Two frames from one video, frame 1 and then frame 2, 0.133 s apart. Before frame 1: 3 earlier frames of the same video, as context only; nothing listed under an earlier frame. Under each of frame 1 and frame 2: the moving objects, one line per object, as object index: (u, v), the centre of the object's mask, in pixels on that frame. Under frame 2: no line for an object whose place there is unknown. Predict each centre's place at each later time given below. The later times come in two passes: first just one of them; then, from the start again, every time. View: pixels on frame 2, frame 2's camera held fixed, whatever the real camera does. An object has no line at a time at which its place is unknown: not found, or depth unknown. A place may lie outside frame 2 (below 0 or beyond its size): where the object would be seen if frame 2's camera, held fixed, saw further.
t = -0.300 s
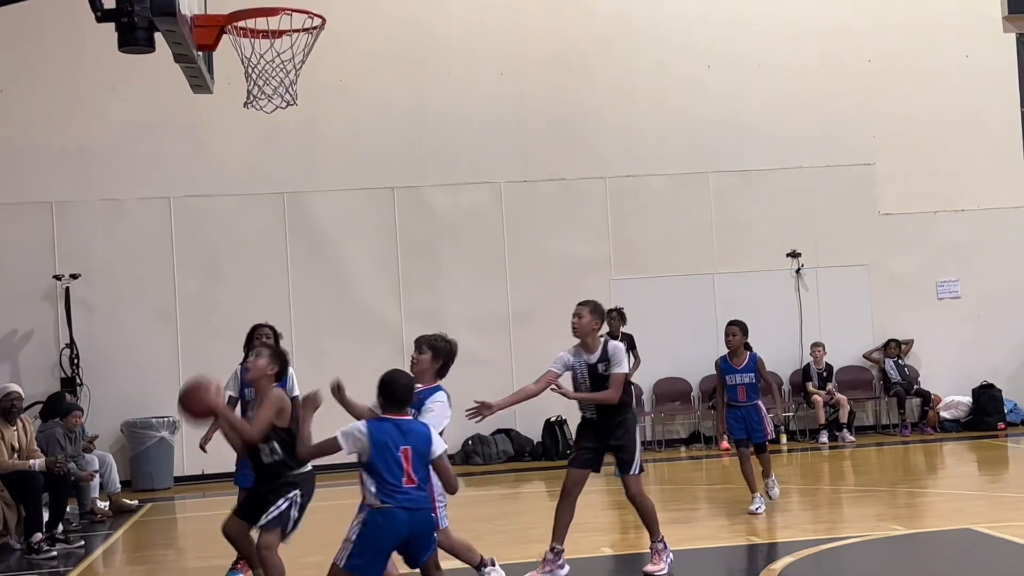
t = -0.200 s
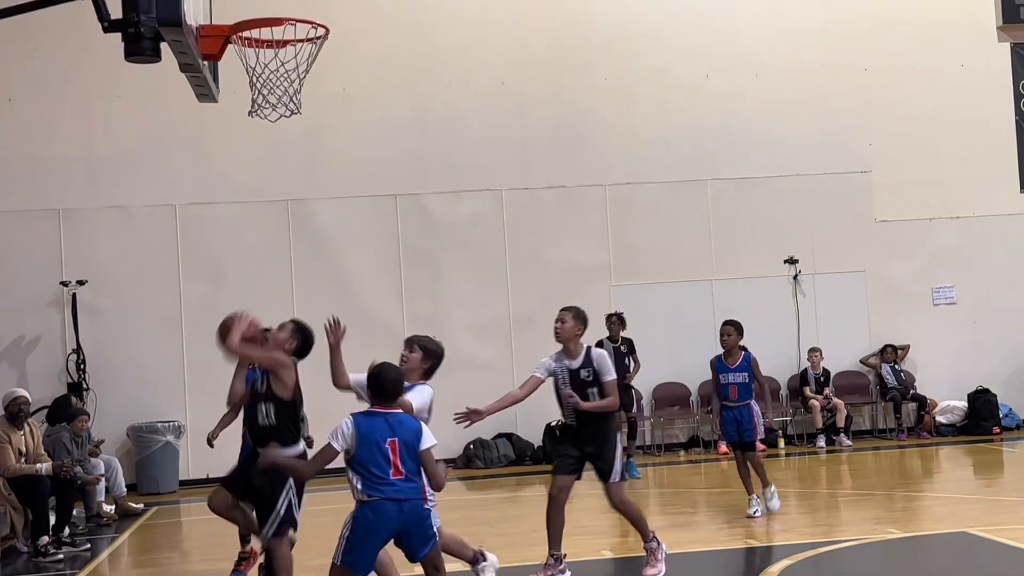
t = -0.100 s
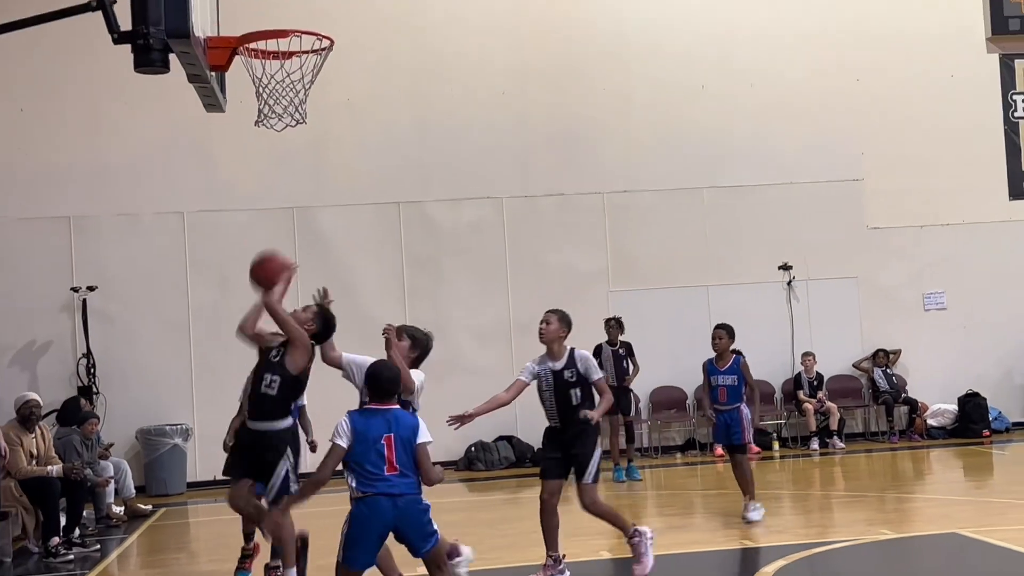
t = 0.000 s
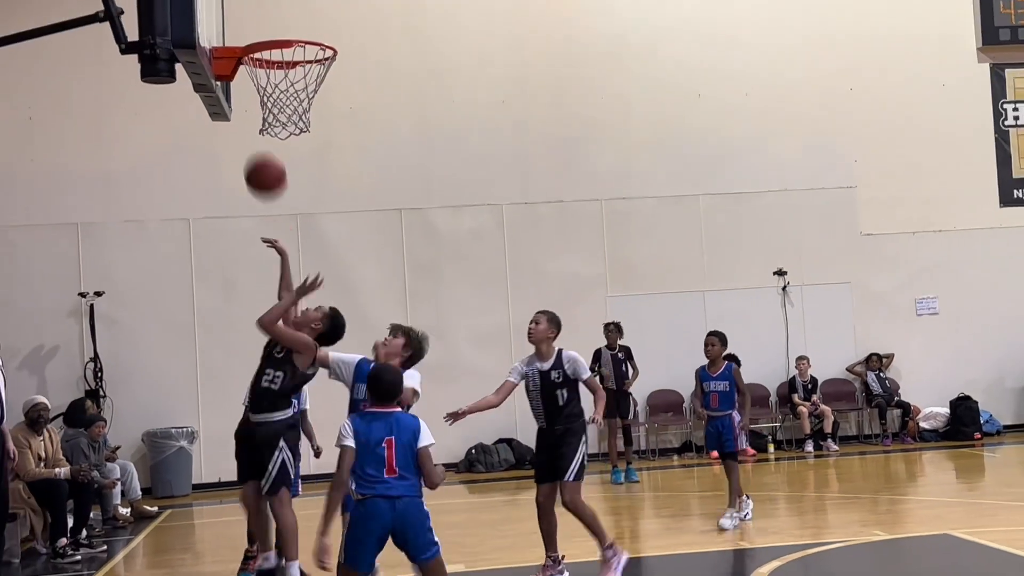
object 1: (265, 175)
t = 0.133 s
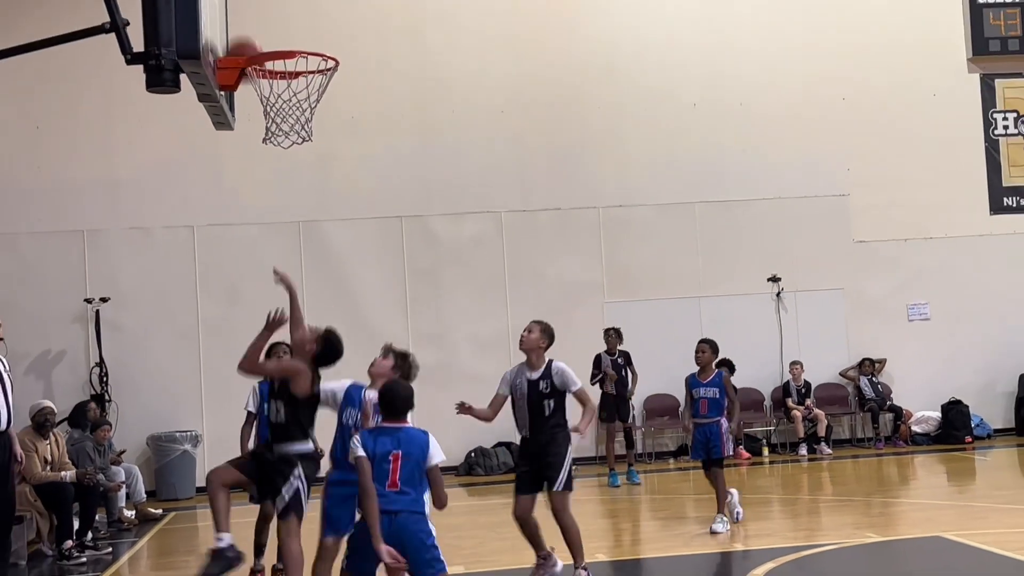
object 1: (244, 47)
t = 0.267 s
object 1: (253, 2)
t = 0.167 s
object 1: (243, 36)
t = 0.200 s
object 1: (245, 22)
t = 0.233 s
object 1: (249, 11)
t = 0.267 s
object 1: (253, 2)
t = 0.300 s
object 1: (256, -4)
